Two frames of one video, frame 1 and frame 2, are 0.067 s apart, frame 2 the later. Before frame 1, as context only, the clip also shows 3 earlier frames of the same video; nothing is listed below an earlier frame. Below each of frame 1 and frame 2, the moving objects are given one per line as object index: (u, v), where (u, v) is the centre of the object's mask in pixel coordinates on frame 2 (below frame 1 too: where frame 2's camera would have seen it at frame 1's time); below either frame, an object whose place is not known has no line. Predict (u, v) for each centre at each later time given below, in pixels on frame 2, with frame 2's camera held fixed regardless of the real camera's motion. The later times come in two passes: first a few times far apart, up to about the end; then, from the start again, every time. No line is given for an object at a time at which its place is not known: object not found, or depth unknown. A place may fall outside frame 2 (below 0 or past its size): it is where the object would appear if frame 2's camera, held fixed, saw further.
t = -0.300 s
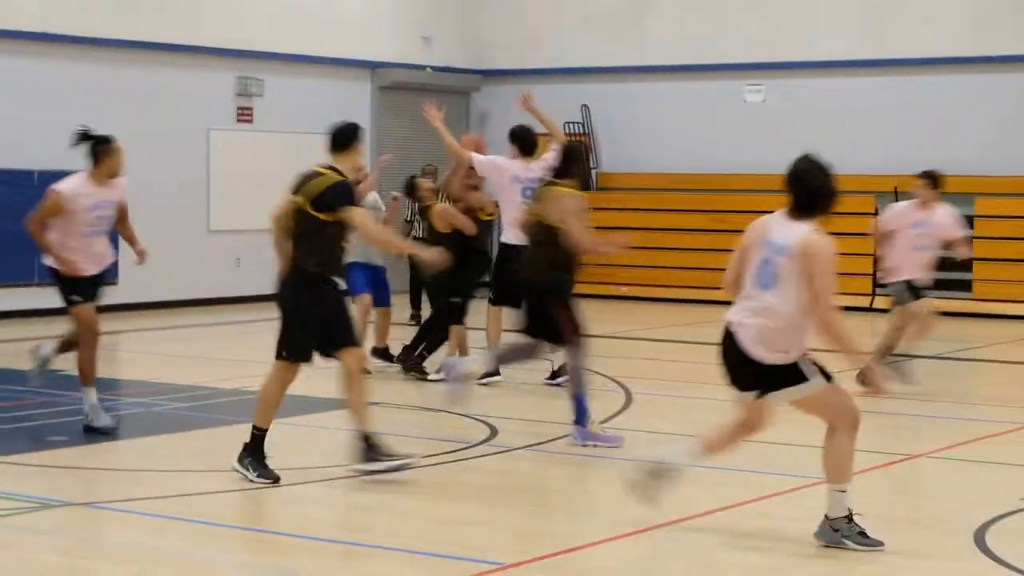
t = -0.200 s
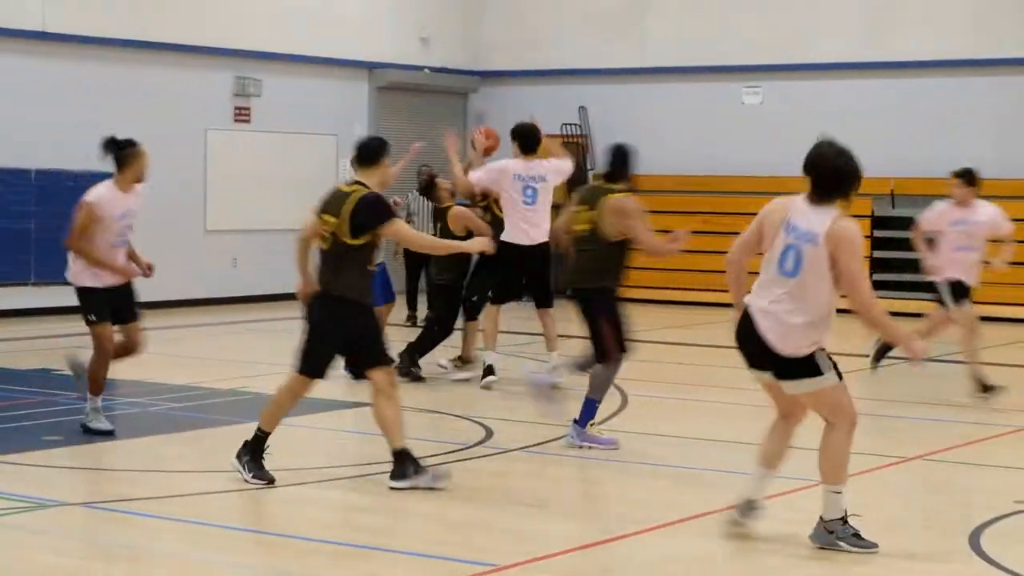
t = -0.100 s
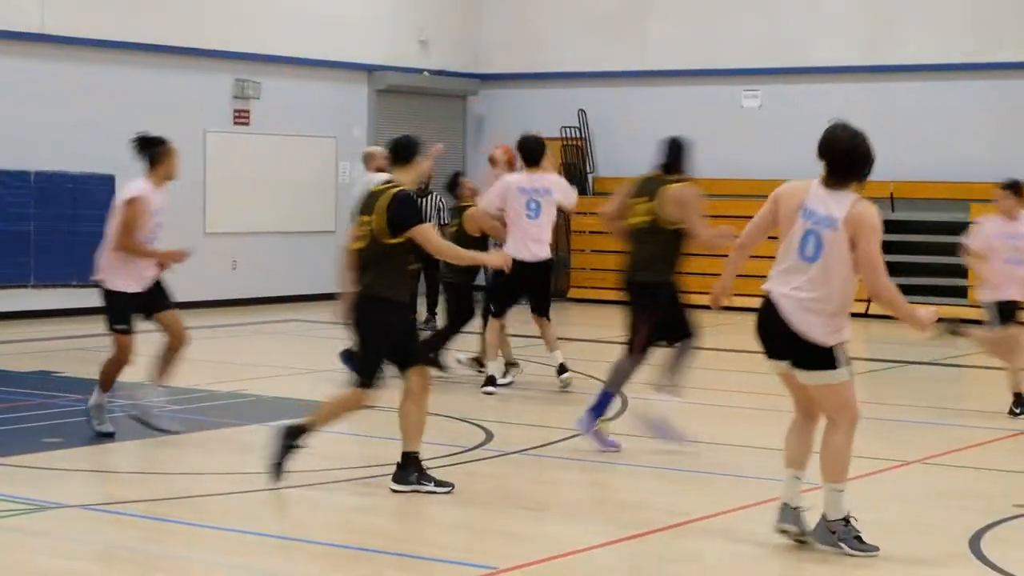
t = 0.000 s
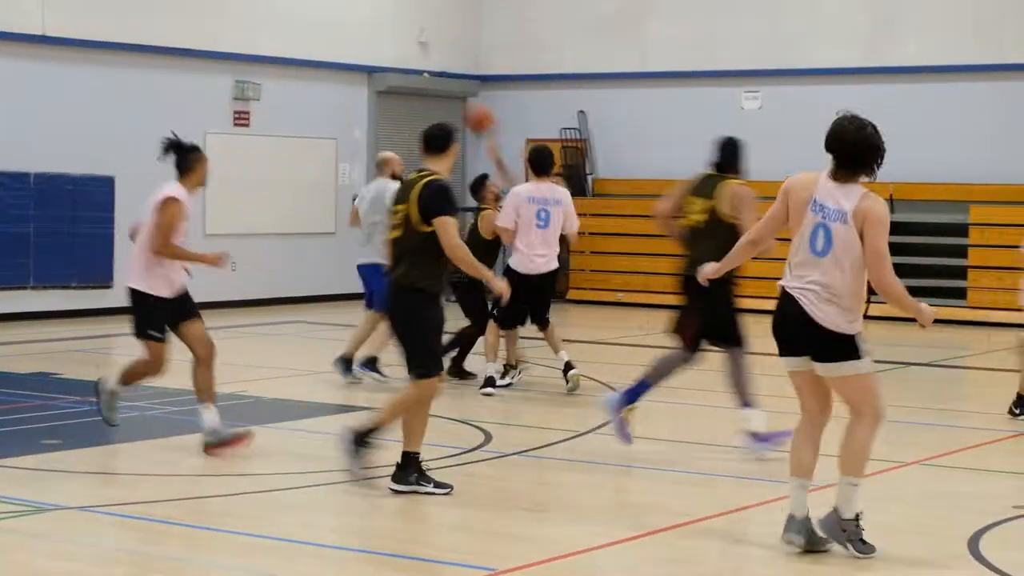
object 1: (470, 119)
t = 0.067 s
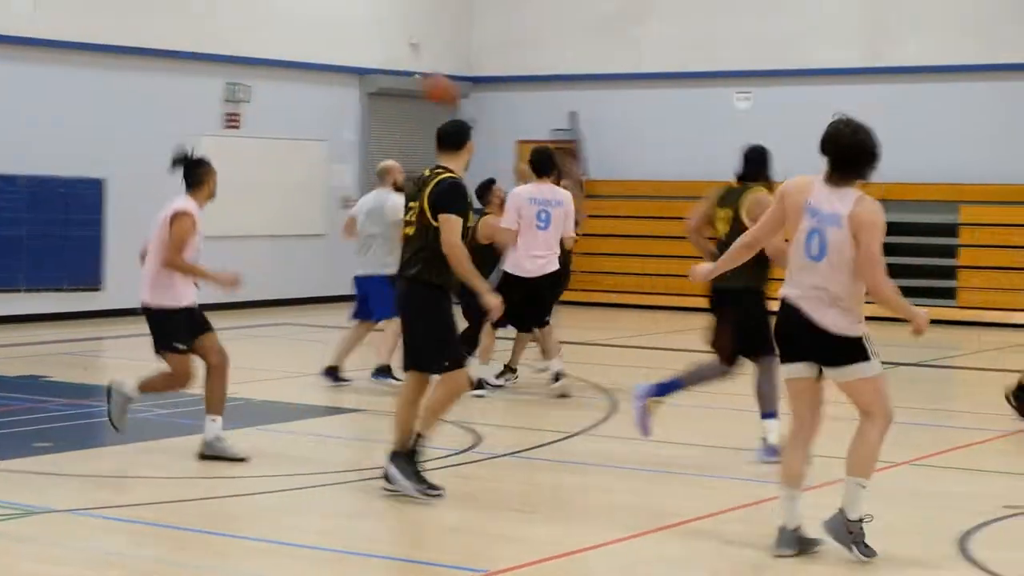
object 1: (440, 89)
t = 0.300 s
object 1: (303, 15)
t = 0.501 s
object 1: (177, 9)
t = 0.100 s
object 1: (423, 76)
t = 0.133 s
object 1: (406, 62)
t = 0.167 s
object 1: (388, 51)
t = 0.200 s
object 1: (368, 41)
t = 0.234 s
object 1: (341, 31)
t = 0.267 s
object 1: (323, 22)
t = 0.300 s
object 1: (303, 15)
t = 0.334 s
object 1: (283, 11)
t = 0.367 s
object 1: (263, 9)
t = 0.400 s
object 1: (242, 8)
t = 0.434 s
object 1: (221, 8)
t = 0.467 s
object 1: (199, 9)
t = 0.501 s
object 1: (177, 9)
